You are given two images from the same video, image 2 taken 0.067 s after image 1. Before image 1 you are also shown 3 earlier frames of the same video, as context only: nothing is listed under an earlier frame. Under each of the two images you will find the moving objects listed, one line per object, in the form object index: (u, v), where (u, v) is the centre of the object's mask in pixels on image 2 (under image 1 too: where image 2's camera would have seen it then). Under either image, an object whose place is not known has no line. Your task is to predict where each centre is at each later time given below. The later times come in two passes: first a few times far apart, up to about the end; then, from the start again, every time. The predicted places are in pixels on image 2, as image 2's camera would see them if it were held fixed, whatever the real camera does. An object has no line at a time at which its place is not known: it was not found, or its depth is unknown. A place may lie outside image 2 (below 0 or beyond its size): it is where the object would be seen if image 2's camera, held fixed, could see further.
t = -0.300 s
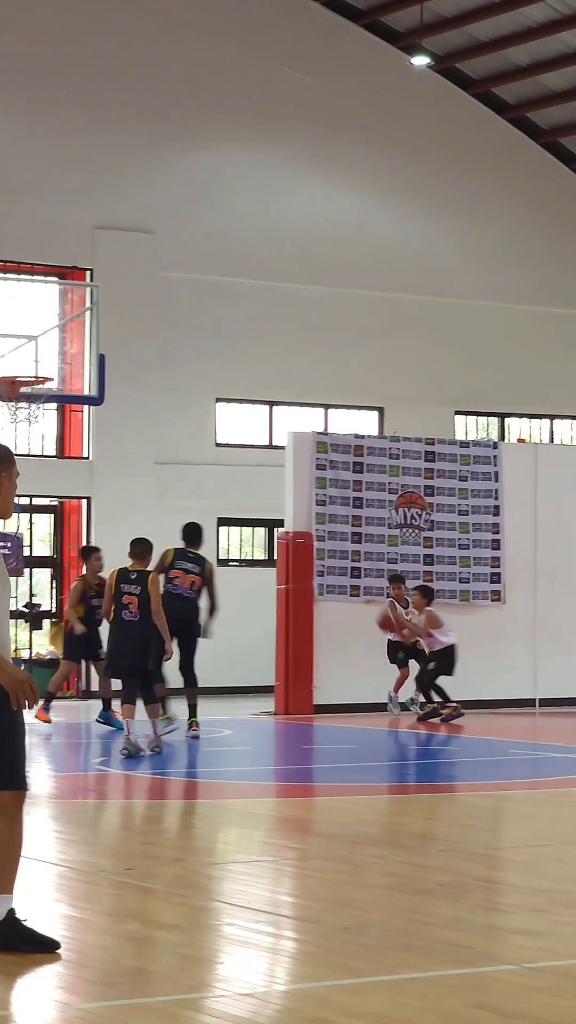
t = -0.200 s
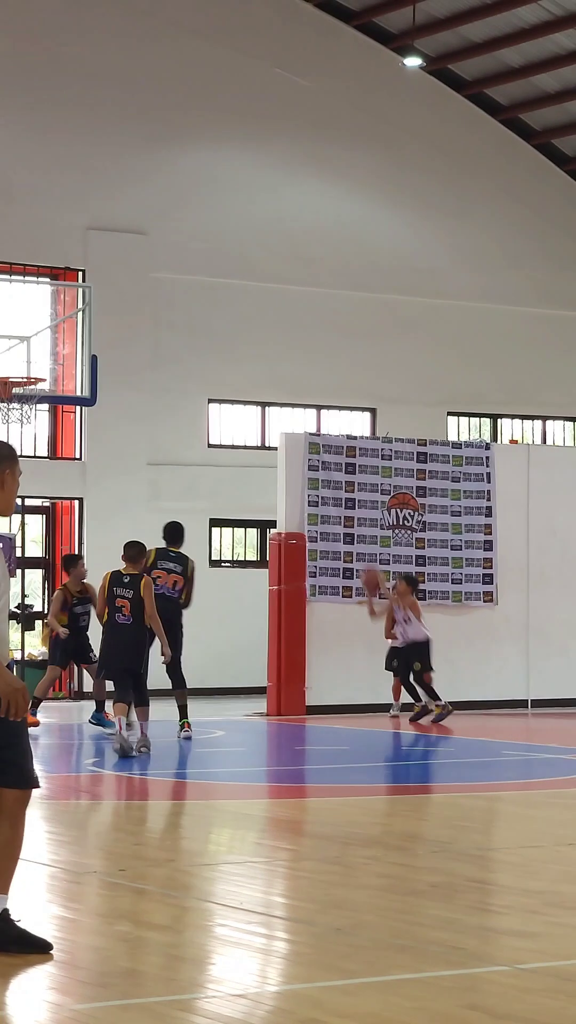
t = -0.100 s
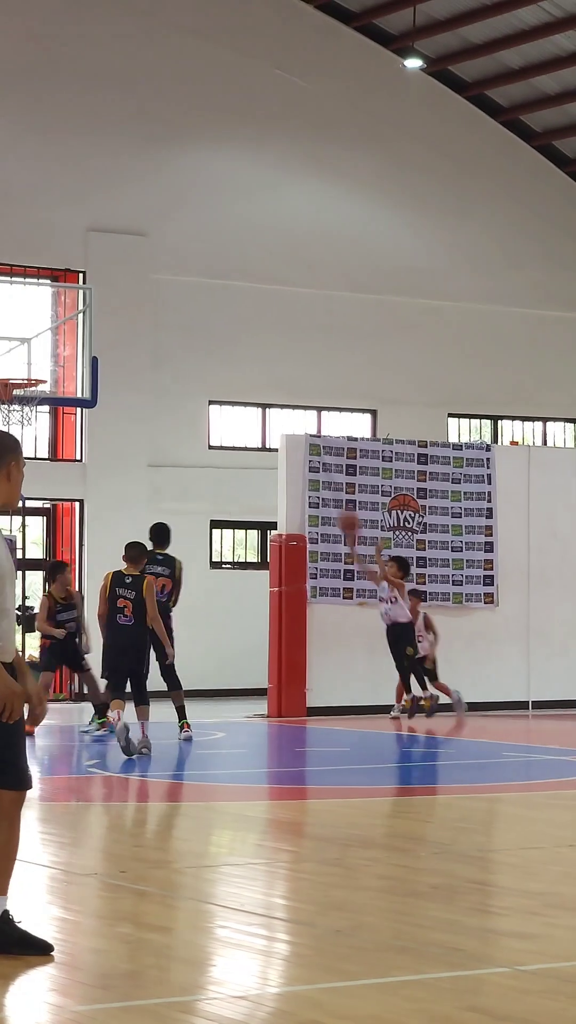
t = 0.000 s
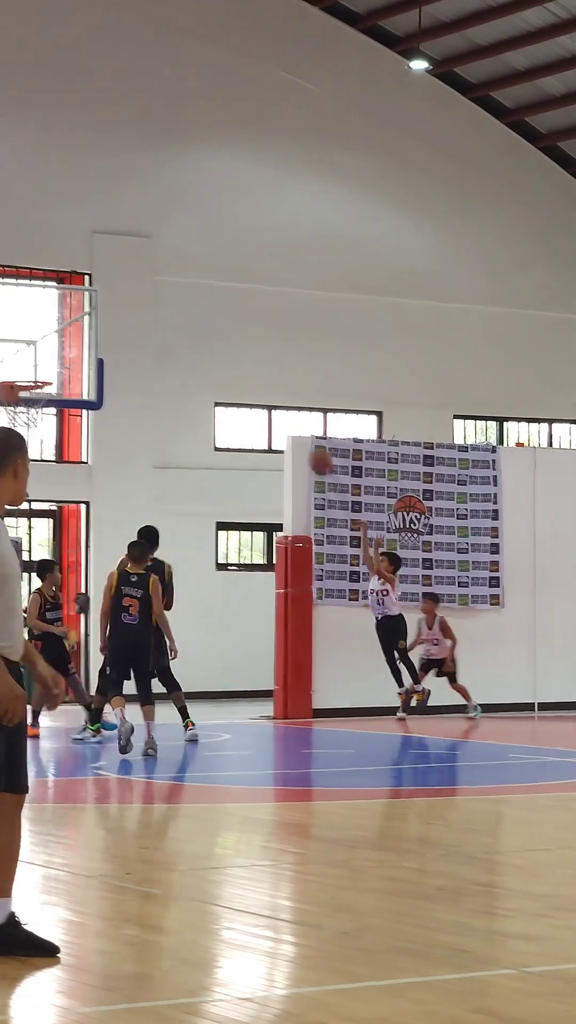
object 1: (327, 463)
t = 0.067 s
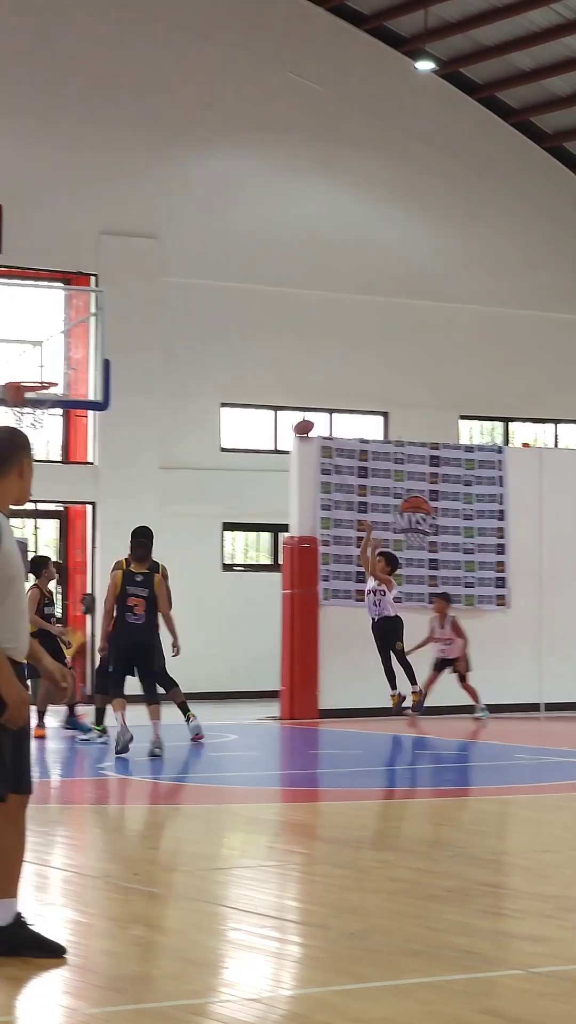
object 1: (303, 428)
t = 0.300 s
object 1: (223, 342)
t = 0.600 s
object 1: (119, 317)
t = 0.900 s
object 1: (23, 368)
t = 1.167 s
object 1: (24, 373)
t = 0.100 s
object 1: (292, 408)
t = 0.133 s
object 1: (281, 395)
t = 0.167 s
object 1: (269, 382)
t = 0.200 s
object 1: (258, 370)
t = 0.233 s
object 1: (246, 360)
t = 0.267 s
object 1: (235, 350)
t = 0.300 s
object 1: (223, 342)
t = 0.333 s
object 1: (212, 334)
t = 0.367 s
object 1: (200, 328)
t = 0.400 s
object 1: (189, 323)
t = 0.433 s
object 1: (178, 319)
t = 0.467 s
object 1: (166, 316)
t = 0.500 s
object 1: (154, 314)
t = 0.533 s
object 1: (143, 314)
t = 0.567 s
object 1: (131, 315)
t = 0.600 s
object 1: (119, 317)
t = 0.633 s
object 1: (108, 321)
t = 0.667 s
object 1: (95, 325)
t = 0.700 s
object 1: (84, 330)
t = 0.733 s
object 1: (72, 338)
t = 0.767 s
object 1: (61, 346)
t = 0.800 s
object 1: (46, 355)
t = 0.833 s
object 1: (36, 367)
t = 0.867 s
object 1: (27, 370)
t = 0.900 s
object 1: (23, 368)
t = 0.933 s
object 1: (18, 367)
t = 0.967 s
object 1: (13, 367)
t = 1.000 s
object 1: (9, 368)
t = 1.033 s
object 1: (6, 369)
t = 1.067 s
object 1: (10, 368)
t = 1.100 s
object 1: (15, 369)
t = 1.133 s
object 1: (19, 370)
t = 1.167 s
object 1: (24, 373)
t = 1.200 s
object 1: (29, 375)
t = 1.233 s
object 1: (34, 384)
